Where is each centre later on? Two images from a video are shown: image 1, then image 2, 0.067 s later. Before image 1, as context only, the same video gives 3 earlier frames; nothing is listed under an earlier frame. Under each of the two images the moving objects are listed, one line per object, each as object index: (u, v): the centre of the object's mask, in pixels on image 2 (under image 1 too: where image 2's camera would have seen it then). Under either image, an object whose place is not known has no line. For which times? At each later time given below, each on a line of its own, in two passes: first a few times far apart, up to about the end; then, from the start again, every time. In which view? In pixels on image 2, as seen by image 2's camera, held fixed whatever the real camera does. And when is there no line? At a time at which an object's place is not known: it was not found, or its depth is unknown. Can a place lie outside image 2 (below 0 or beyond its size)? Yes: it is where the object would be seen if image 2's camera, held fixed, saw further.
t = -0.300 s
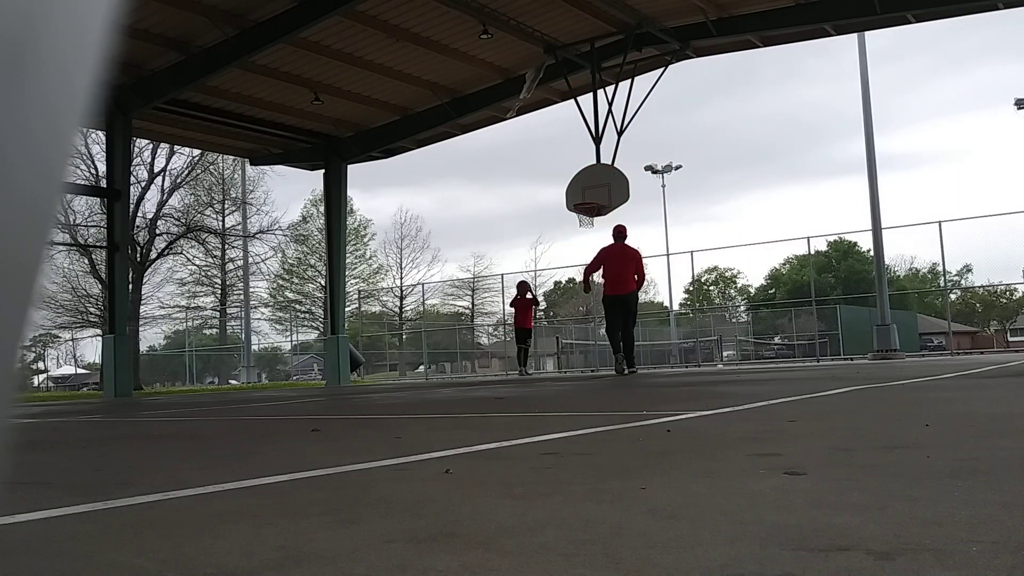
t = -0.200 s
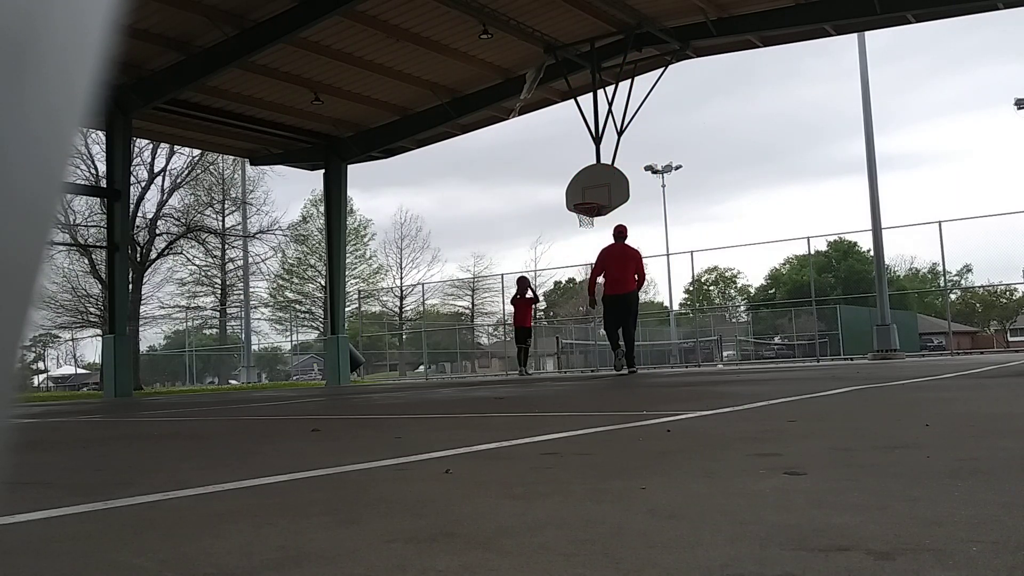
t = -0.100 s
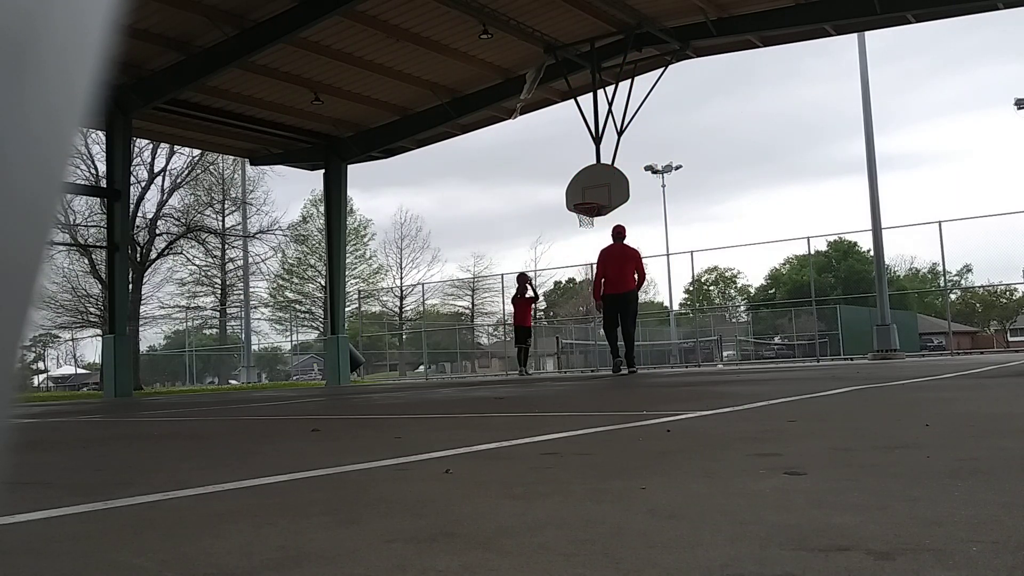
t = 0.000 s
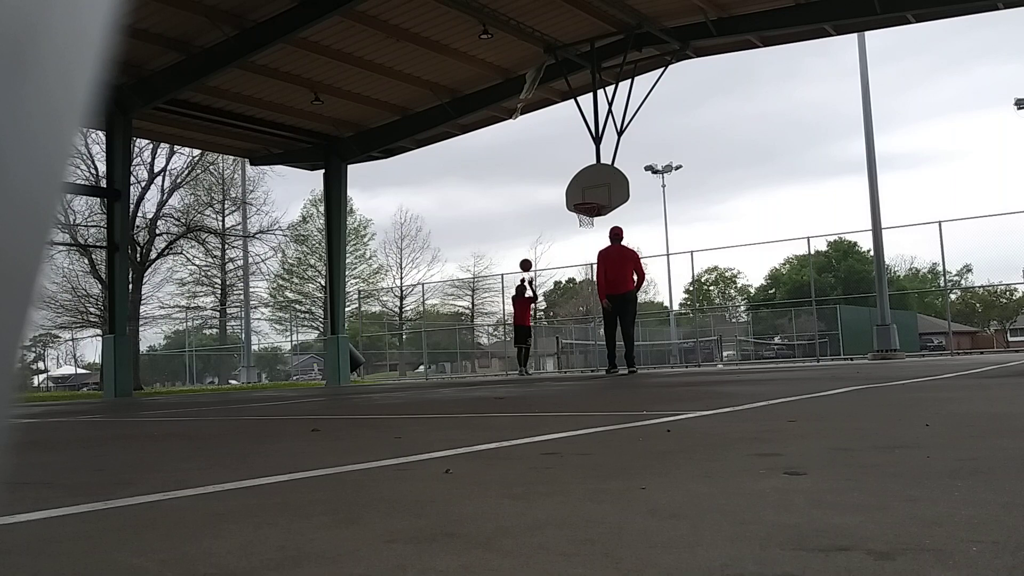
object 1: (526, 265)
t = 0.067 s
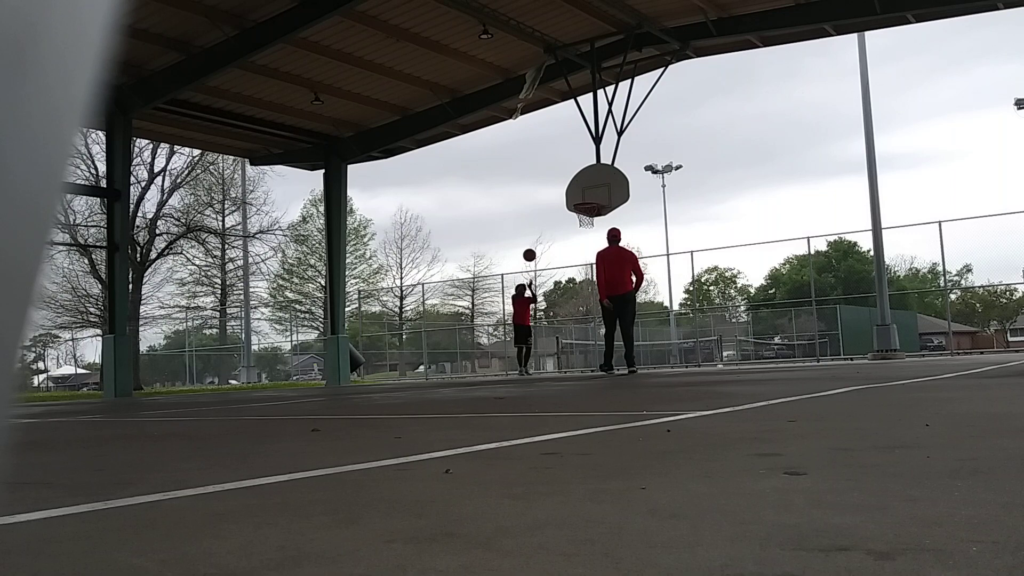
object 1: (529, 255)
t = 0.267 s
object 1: (542, 238)
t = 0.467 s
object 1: (556, 242)
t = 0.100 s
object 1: (532, 251)
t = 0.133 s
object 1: (534, 247)
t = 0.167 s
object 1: (535, 244)
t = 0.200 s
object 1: (537, 241)
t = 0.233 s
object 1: (539, 239)
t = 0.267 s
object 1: (542, 238)
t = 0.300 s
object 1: (544, 237)
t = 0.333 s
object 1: (546, 236)
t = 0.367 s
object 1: (548, 237)
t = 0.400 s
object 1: (551, 238)
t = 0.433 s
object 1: (553, 239)
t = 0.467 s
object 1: (556, 242)
